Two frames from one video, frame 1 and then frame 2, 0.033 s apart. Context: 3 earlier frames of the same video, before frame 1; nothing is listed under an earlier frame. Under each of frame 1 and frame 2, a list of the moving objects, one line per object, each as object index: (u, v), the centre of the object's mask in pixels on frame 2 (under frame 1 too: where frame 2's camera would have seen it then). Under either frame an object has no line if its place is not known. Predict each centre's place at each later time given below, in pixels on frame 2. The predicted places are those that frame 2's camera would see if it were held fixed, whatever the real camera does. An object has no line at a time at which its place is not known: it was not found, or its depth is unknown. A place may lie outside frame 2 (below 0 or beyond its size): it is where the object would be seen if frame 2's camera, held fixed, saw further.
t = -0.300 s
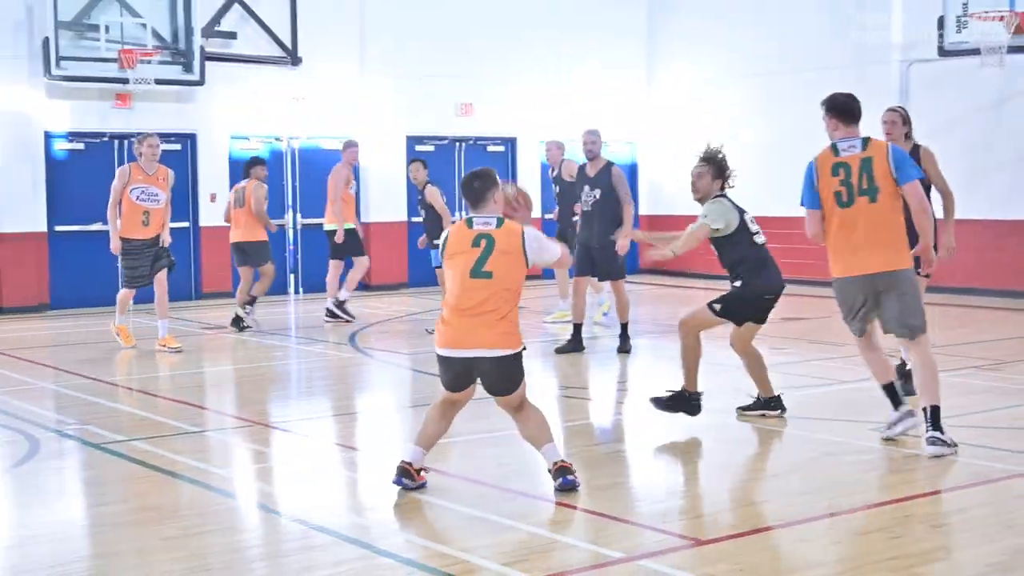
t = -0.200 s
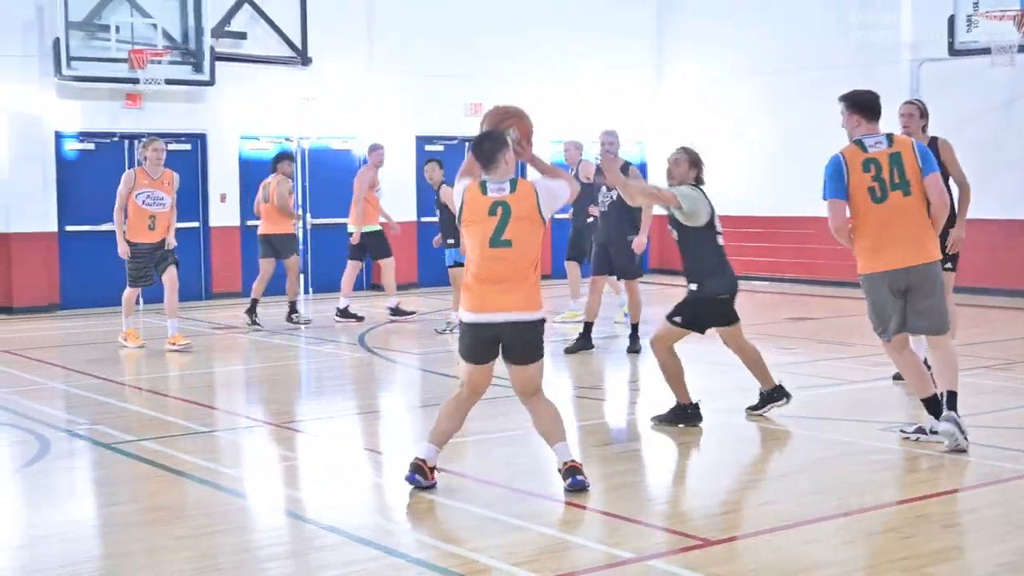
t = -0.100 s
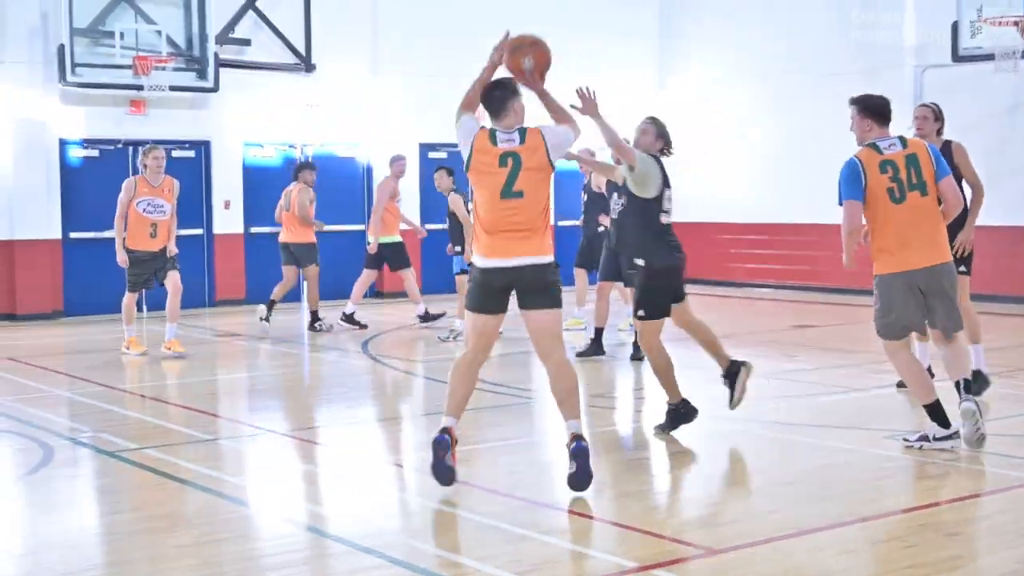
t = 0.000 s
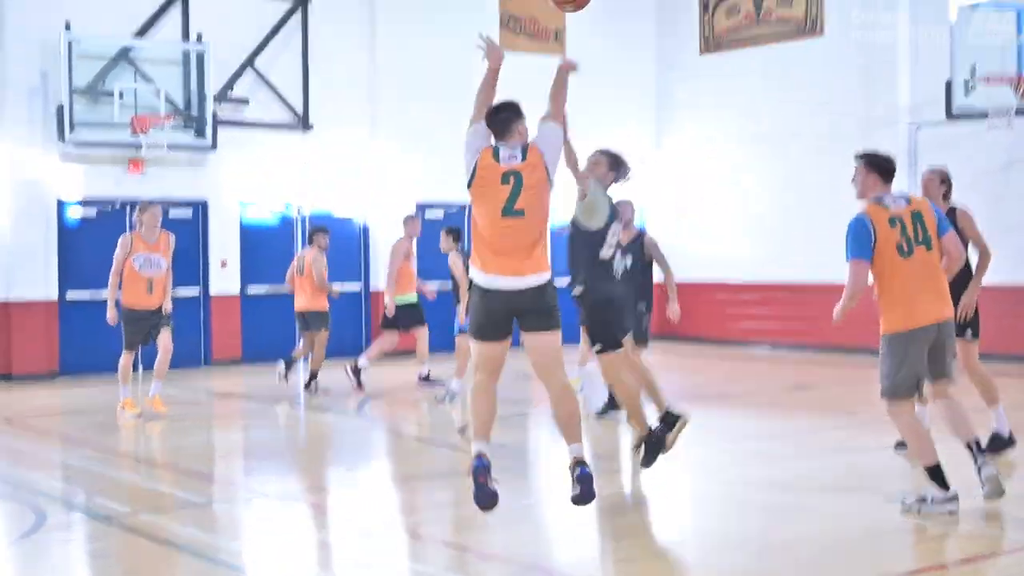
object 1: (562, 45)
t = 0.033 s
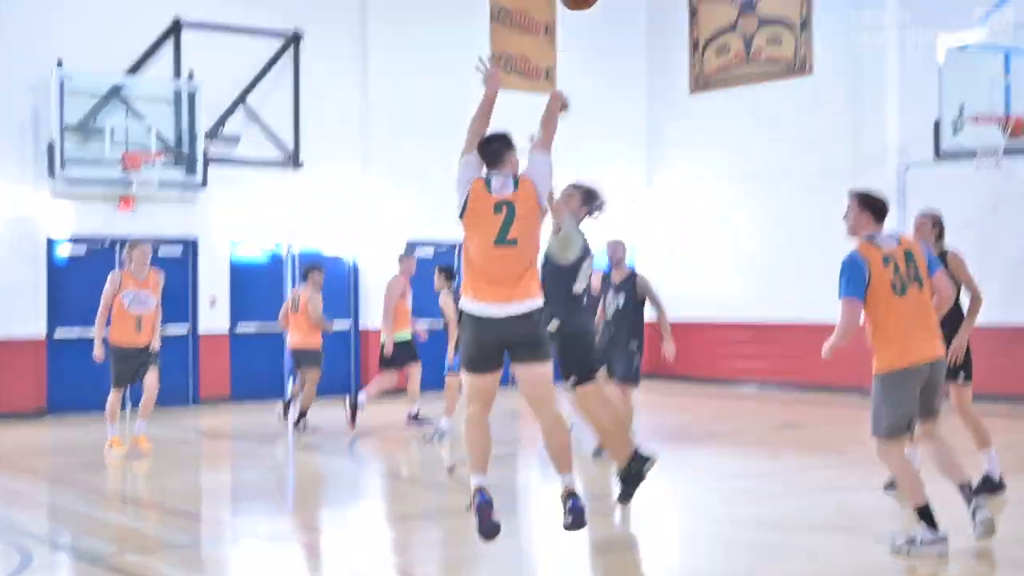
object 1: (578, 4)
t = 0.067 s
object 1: (595, -37)
